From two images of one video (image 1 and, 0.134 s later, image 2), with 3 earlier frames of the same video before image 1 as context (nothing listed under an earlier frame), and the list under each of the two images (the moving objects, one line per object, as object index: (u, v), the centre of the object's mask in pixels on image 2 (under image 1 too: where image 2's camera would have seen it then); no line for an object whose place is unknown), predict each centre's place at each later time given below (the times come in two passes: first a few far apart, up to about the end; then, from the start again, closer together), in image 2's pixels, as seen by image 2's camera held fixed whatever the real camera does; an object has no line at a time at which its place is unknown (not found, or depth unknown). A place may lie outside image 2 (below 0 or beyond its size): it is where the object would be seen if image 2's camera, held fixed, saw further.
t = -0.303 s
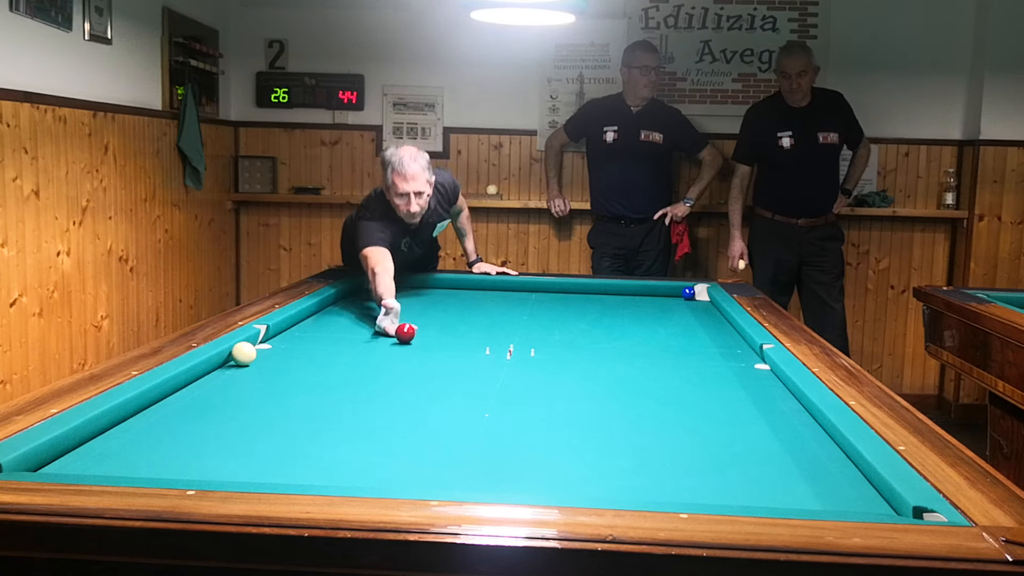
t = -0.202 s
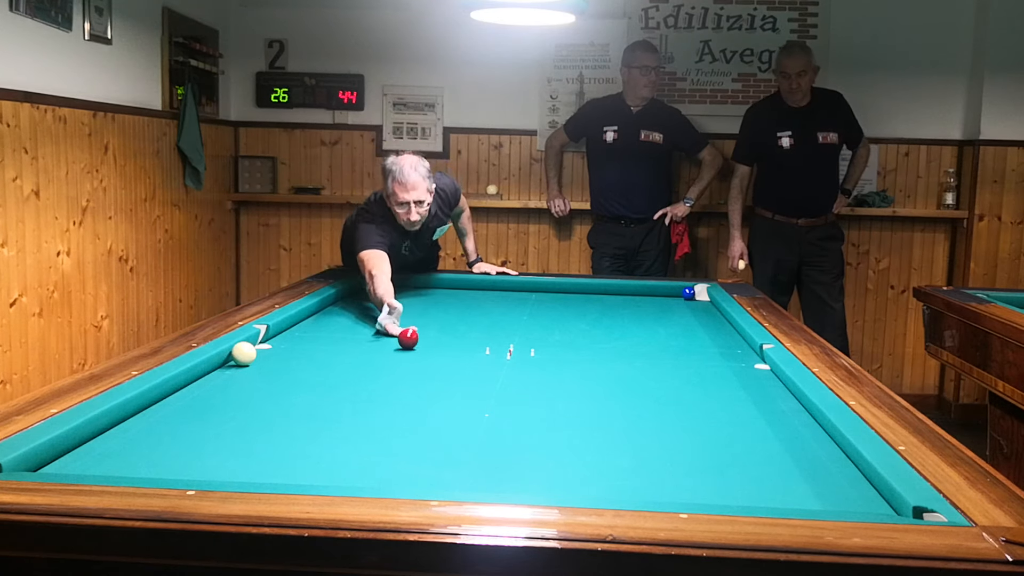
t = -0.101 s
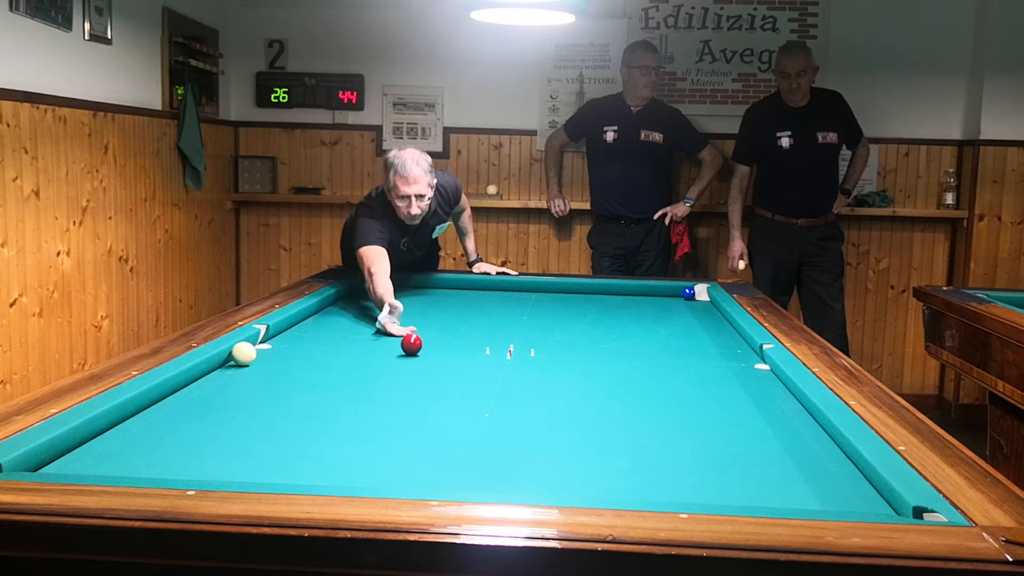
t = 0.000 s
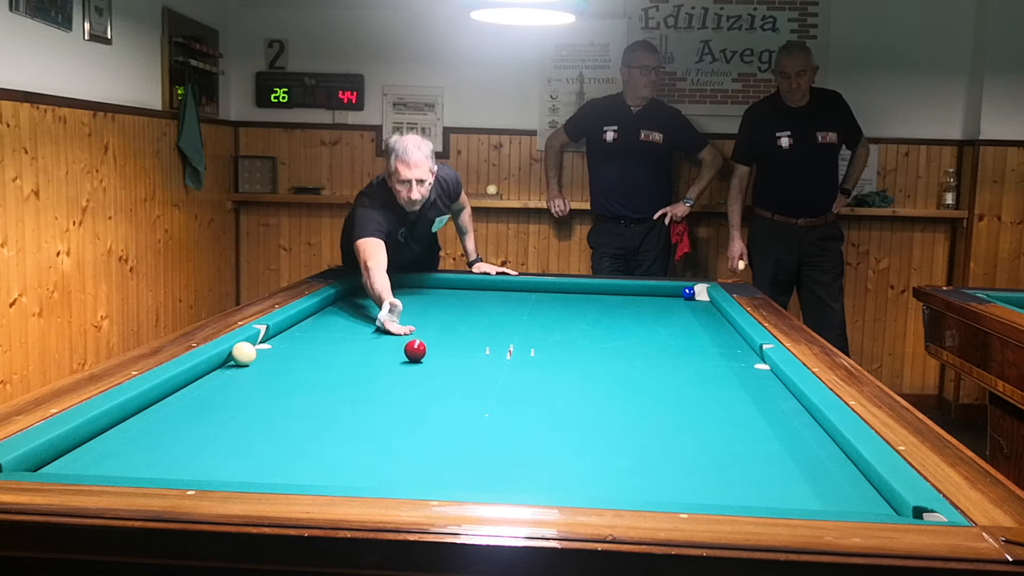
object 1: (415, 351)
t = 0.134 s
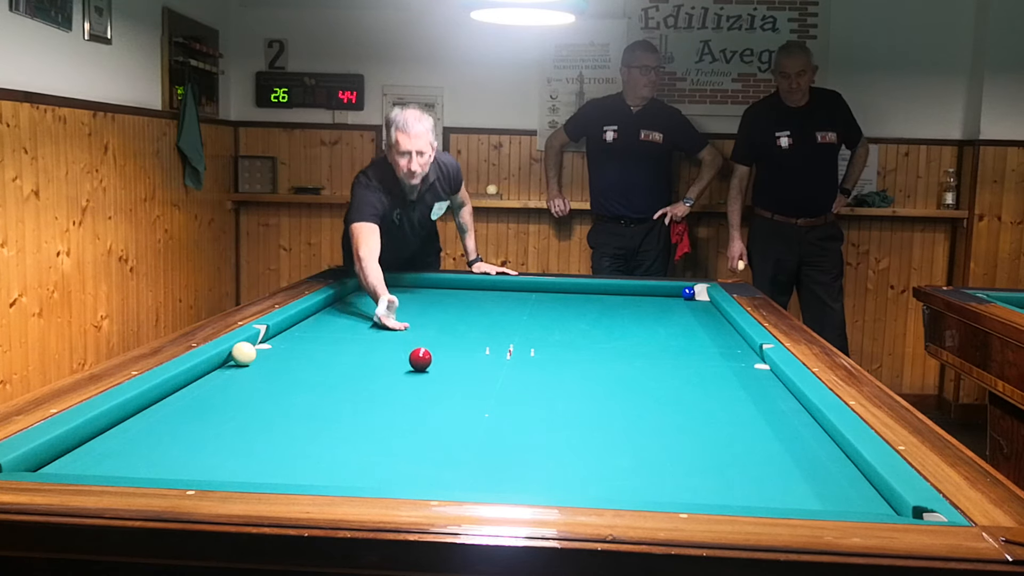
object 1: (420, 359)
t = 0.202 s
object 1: (423, 364)
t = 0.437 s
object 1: (434, 382)
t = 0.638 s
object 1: (444, 399)
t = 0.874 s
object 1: (459, 423)
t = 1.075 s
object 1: (474, 447)
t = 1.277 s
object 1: (491, 474)
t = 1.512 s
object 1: (516, 488)
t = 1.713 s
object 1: (537, 479)
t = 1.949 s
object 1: (558, 462)
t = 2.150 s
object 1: (574, 448)
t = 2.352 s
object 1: (588, 435)
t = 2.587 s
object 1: (603, 422)
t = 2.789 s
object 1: (613, 412)
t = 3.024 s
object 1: (625, 402)
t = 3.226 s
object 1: (634, 394)
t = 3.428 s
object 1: (642, 386)
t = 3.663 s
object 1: (651, 378)
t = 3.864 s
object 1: (658, 372)
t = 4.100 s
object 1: (665, 366)
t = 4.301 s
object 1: (671, 360)
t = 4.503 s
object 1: (676, 356)
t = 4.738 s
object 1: (681, 350)
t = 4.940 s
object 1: (685, 346)
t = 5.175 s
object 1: (689, 342)
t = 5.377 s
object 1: (693, 338)
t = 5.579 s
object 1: (696, 335)
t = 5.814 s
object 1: (700, 331)
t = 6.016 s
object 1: (703, 328)
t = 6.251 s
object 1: (706, 326)
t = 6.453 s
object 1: (709, 323)
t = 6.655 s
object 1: (711, 321)
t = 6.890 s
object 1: (714, 318)
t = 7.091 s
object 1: (716, 316)
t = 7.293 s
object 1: (716, 314)
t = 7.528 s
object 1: (712, 312)
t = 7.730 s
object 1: (708, 311)
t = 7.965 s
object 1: (704, 309)
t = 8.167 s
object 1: (701, 308)
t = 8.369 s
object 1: (698, 306)
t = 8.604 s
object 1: (695, 305)
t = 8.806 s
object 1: (692, 304)
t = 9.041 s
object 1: (689, 303)
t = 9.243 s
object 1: (687, 302)
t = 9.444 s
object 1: (685, 301)
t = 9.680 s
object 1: (683, 300)
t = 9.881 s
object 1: (682, 300)
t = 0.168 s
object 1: (422, 361)
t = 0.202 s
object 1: (423, 364)
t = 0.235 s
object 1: (424, 366)
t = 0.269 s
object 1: (426, 369)
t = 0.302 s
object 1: (427, 371)
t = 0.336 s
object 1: (429, 374)
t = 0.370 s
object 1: (430, 376)
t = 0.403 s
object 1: (432, 379)
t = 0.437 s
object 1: (434, 382)
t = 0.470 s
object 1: (435, 385)
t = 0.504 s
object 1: (437, 387)
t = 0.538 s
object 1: (439, 390)
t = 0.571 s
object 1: (441, 393)
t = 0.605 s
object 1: (442, 396)
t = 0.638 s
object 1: (444, 399)
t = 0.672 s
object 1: (446, 402)
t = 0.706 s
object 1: (448, 406)
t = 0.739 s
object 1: (450, 409)
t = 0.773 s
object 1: (452, 412)
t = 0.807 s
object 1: (455, 416)
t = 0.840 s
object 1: (457, 419)
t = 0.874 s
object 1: (459, 423)
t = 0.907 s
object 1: (461, 427)
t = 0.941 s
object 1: (464, 431)
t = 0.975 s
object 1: (466, 434)
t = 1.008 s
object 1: (469, 439)
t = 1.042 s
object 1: (471, 443)
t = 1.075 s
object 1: (474, 447)
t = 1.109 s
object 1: (476, 451)
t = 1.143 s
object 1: (479, 456)
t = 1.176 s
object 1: (482, 460)
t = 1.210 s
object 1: (485, 465)
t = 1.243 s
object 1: (488, 470)
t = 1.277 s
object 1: (491, 474)
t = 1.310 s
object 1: (494, 478)
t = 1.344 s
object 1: (498, 480)
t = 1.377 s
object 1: (502, 483)
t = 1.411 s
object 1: (505, 486)
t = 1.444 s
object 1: (509, 488)
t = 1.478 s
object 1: (512, 490)
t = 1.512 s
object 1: (516, 488)
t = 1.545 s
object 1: (520, 486)
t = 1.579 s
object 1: (524, 485)
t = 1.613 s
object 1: (527, 483)
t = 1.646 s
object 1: (531, 482)
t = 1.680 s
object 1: (534, 481)
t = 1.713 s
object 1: (537, 479)
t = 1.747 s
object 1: (541, 477)
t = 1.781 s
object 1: (544, 475)
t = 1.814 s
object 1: (547, 472)
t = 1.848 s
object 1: (550, 470)
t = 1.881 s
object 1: (553, 467)
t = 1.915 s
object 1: (555, 465)
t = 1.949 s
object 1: (558, 462)
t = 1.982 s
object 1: (561, 460)
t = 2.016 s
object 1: (564, 457)
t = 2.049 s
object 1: (567, 455)
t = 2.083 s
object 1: (569, 452)
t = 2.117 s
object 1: (572, 450)
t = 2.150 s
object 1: (574, 448)
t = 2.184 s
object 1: (577, 446)
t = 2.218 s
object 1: (579, 444)
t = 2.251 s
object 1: (581, 442)
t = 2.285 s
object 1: (584, 440)
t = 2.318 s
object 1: (586, 438)
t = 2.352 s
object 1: (588, 435)
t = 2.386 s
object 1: (590, 434)
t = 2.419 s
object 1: (592, 432)
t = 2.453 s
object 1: (595, 430)
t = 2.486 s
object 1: (596, 428)
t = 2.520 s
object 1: (599, 426)
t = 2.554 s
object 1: (601, 424)
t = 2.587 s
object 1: (603, 422)
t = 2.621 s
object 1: (604, 421)
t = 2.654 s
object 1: (606, 419)
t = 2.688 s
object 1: (608, 417)
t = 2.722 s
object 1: (610, 416)
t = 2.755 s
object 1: (612, 414)
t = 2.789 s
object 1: (613, 412)
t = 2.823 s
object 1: (615, 411)
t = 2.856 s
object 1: (617, 409)
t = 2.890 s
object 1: (619, 408)
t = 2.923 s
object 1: (620, 406)
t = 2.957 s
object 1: (622, 405)
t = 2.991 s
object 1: (624, 403)
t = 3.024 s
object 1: (625, 402)
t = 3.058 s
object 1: (627, 400)
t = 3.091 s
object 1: (628, 399)
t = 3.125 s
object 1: (630, 398)
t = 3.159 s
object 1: (631, 396)
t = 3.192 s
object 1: (633, 395)
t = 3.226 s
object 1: (634, 394)
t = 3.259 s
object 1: (636, 392)
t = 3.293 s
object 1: (637, 391)
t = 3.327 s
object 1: (638, 390)
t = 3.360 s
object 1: (640, 389)
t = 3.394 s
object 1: (641, 388)
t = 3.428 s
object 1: (642, 386)
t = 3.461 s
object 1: (644, 385)
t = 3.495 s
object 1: (645, 384)
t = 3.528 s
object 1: (646, 383)
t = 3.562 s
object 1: (647, 382)
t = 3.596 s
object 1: (649, 381)
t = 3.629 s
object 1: (650, 379)
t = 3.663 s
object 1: (651, 378)
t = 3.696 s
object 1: (652, 377)
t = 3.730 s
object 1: (653, 376)
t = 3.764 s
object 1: (654, 375)
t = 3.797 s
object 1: (656, 374)
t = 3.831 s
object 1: (657, 373)
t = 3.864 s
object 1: (658, 372)
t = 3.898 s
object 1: (659, 371)
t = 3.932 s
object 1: (660, 370)
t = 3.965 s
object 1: (661, 369)
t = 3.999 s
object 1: (662, 368)
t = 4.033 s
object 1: (663, 367)
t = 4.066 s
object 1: (664, 366)
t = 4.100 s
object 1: (665, 366)
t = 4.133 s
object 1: (666, 365)
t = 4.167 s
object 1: (667, 364)
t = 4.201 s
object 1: (668, 363)
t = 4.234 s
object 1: (669, 362)
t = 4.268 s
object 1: (670, 361)
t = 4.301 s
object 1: (671, 360)
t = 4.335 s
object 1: (672, 360)
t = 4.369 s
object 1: (672, 359)
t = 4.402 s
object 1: (673, 358)
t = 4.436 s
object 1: (674, 357)
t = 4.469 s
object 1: (675, 356)
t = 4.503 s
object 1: (676, 356)
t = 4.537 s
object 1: (677, 355)
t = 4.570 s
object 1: (677, 354)
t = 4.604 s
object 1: (678, 353)
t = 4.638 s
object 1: (679, 352)
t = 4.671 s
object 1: (679, 352)
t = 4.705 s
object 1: (680, 351)
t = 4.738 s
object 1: (681, 350)
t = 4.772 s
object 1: (682, 349)
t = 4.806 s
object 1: (682, 349)
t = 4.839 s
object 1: (683, 348)
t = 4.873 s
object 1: (684, 347)
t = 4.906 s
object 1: (684, 347)
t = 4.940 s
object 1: (685, 346)
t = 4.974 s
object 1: (686, 345)
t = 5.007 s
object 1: (686, 345)
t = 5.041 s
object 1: (687, 344)
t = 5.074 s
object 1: (687, 343)
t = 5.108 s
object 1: (688, 343)
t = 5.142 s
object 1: (689, 342)
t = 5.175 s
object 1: (689, 342)
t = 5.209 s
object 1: (690, 341)
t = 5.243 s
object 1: (690, 340)
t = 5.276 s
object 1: (691, 340)
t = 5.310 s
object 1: (692, 339)
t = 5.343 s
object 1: (692, 339)
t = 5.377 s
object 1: (693, 338)
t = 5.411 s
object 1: (693, 338)
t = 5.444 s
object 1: (694, 337)
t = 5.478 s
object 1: (694, 337)
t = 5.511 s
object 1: (695, 336)
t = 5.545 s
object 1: (695, 335)
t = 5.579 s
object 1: (696, 335)
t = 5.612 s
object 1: (696, 334)
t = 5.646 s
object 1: (697, 334)
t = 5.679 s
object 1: (697, 333)
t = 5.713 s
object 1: (698, 333)
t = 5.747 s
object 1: (699, 332)
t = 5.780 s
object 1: (699, 332)
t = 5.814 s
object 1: (700, 331)
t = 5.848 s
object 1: (700, 331)
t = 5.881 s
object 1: (701, 330)
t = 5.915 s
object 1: (701, 330)
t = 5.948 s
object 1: (702, 329)
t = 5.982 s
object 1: (702, 329)
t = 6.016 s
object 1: (703, 328)
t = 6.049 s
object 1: (703, 328)
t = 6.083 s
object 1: (703, 328)
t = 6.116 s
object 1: (704, 327)
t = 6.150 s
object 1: (704, 327)
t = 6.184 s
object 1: (705, 326)
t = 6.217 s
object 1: (705, 326)
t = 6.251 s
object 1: (706, 326)
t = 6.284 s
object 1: (706, 325)
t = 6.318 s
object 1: (707, 325)
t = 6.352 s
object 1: (707, 324)
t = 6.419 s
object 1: (708, 323)
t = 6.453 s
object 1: (709, 323)
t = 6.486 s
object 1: (709, 323)
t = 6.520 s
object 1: (709, 322)
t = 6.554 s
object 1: (710, 322)
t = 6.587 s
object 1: (710, 321)
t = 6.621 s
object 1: (711, 321)
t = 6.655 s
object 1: (711, 321)
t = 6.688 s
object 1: (712, 320)
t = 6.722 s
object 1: (712, 320)
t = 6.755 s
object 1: (712, 320)
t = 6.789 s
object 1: (713, 319)
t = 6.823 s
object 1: (713, 319)
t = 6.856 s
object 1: (713, 318)
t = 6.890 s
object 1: (714, 318)
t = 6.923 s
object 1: (714, 318)
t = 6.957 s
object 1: (715, 317)
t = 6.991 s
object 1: (715, 317)
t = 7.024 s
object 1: (716, 317)
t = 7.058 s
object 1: (716, 316)
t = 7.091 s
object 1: (716, 316)
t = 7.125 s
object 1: (716, 316)
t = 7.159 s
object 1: (717, 316)
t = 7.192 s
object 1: (717, 315)
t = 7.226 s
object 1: (717, 315)
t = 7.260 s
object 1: (717, 315)
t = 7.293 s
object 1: (716, 314)
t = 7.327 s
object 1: (716, 314)
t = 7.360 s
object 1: (715, 314)
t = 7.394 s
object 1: (714, 314)
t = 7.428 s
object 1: (714, 313)
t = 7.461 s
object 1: (713, 313)
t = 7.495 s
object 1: (713, 313)
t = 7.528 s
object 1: (712, 312)
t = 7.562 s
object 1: (712, 312)
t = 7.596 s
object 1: (711, 312)
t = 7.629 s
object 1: (710, 312)
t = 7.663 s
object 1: (709, 311)
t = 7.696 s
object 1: (709, 311)
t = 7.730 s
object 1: (708, 311)
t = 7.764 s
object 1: (708, 310)
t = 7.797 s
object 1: (707, 310)
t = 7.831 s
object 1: (706, 310)
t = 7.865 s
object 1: (706, 310)
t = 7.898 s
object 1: (705, 310)
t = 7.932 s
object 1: (705, 309)
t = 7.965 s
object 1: (704, 309)
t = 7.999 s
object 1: (704, 309)
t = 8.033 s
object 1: (703, 309)
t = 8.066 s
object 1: (703, 309)
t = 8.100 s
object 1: (702, 308)
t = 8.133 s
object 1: (701, 308)
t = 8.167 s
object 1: (701, 308)
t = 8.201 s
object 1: (700, 308)
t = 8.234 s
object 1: (700, 307)
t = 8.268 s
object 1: (699, 307)
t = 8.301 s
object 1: (699, 307)
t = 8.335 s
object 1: (698, 307)
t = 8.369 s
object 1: (698, 306)
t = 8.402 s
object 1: (697, 306)
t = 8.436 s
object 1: (697, 306)
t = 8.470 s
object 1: (696, 306)
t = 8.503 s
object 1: (696, 306)
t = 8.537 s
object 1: (696, 306)
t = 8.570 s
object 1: (695, 305)
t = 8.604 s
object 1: (695, 305)
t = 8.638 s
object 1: (694, 305)
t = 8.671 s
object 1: (694, 305)
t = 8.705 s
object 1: (693, 305)
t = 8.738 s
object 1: (693, 305)
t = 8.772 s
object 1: (693, 304)
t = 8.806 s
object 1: (692, 304)
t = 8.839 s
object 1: (692, 304)
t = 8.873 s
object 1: (691, 304)
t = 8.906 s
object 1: (691, 304)
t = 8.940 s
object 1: (691, 304)
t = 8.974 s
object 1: (690, 303)
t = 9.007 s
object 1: (690, 303)
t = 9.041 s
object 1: (689, 303)
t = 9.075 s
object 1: (689, 303)
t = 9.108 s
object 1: (688, 303)
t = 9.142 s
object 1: (688, 302)
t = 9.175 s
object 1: (688, 302)
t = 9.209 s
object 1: (688, 302)
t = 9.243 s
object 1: (687, 302)
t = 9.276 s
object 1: (687, 302)
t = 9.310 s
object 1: (687, 302)
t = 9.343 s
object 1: (686, 301)
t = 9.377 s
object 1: (686, 301)
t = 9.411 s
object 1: (685, 301)
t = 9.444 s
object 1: (685, 301)
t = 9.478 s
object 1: (685, 301)
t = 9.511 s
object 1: (685, 301)
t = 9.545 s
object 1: (684, 301)
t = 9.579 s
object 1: (684, 301)
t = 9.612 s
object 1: (684, 301)
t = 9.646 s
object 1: (683, 300)
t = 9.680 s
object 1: (683, 300)
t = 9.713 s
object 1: (683, 300)
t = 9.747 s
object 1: (683, 300)
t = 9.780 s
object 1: (682, 300)
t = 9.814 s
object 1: (682, 300)
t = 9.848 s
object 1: (682, 300)
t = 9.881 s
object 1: (682, 300)
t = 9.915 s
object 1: (681, 300)
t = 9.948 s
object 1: (681, 300)
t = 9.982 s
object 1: (681, 300)
